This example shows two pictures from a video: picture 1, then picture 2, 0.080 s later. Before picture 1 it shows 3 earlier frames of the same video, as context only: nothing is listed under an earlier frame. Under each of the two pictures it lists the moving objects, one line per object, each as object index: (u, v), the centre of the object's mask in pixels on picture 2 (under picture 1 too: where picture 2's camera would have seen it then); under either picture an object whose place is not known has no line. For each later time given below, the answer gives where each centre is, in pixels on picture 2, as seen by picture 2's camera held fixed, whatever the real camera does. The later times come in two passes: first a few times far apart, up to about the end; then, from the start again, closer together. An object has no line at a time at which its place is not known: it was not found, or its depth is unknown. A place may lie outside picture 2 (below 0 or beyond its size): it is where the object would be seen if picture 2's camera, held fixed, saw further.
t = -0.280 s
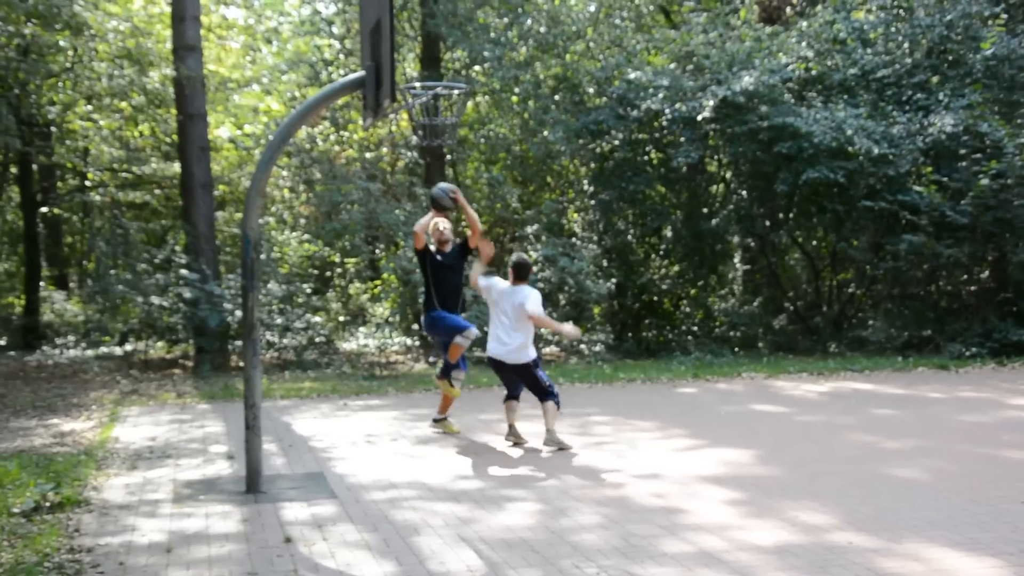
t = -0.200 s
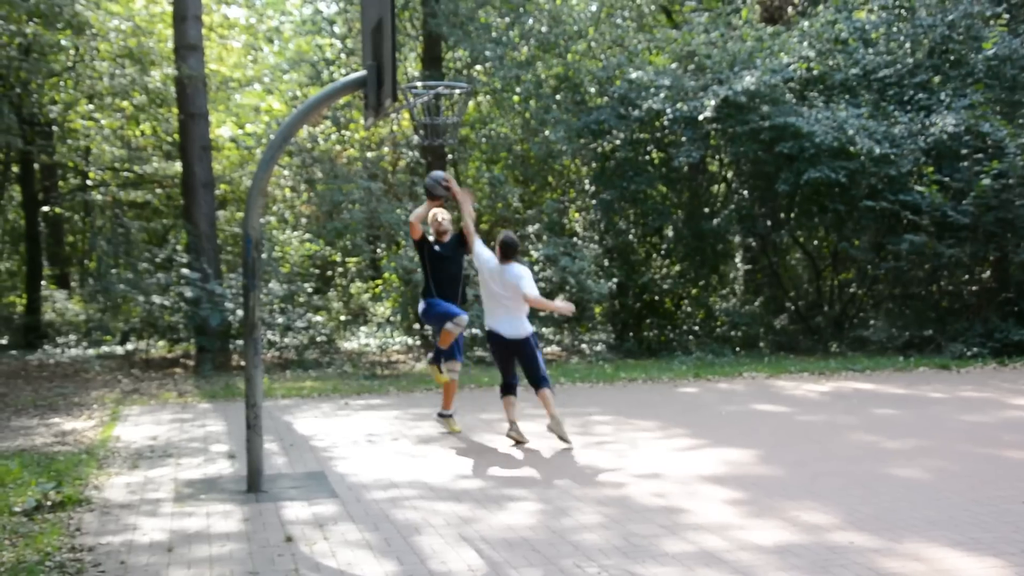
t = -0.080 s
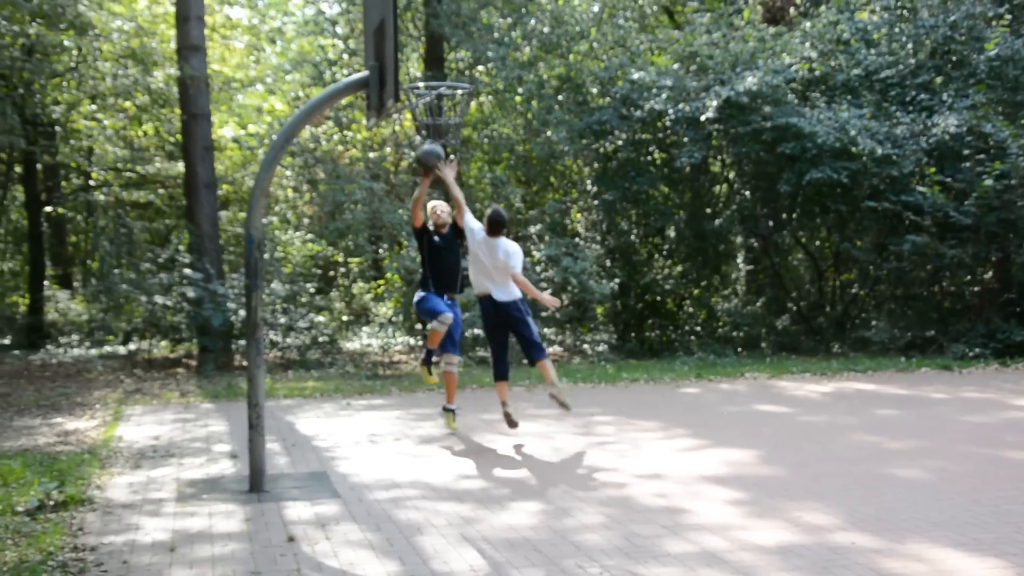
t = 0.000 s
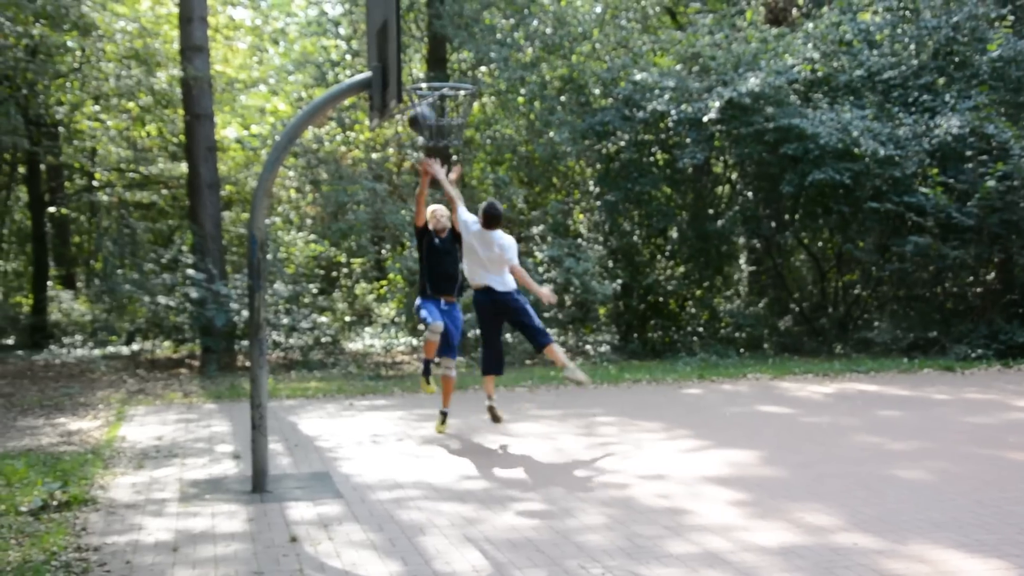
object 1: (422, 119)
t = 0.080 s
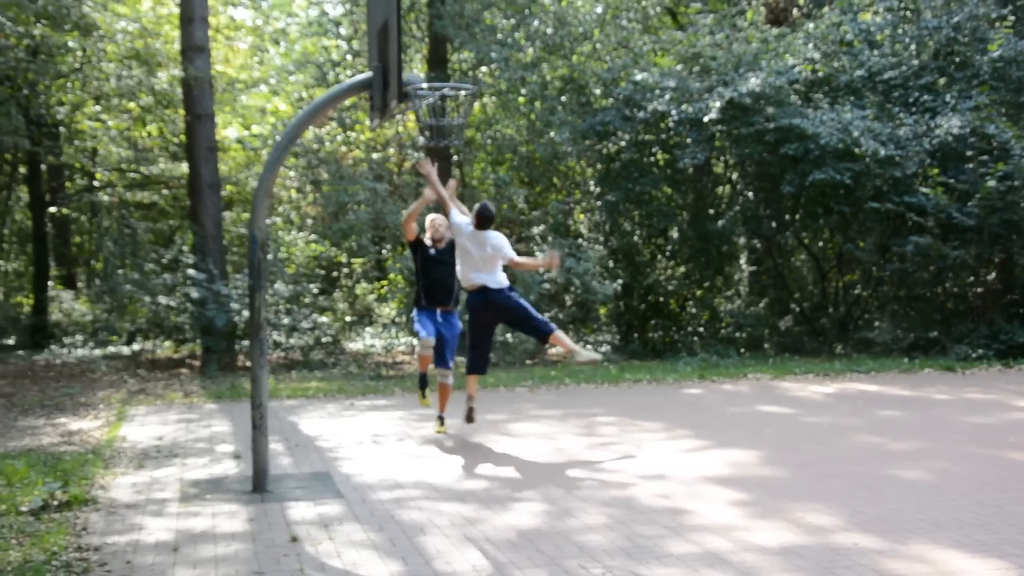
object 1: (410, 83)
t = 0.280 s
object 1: (407, 39)
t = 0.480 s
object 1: (450, 61)
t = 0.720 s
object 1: (422, 65)
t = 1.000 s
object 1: (420, 50)
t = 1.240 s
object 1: (442, 69)
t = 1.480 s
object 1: (431, 84)
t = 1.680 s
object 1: (450, 114)
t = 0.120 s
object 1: (410, 72)
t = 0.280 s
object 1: (407, 39)
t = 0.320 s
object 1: (412, 39)
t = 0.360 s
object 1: (419, 41)
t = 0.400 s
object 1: (430, 45)
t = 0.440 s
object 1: (440, 53)
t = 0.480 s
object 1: (450, 61)
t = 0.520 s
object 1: (460, 70)
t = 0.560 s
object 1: (458, 72)
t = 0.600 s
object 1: (447, 70)
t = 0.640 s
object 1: (436, 69)
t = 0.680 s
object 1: (425, 72)
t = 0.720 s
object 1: (422, 65)
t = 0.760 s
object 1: (423, 55)
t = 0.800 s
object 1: (422, 49)
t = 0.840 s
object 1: (421, 45)
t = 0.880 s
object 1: (421, 43)
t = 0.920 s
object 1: (420, 43)
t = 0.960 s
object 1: (420, 45)
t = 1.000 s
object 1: (420, 50)
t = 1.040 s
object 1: (420, 57)
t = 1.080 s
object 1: (420, 67)
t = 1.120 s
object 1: (421, 73)
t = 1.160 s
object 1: (428, 70)
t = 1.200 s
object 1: (435, 69)
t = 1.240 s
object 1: (442, 69)
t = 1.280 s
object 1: (450, 72)
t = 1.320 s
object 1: (459, 80)
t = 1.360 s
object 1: (455, 81)
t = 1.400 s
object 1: (448, 80)
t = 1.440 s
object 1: (440, 76)
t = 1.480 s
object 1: (431, 84)
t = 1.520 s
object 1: (433, 93)
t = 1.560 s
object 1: (438, 101)
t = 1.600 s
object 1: (444, 105)
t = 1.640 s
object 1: (448, 109)
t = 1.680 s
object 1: (450, 114)
